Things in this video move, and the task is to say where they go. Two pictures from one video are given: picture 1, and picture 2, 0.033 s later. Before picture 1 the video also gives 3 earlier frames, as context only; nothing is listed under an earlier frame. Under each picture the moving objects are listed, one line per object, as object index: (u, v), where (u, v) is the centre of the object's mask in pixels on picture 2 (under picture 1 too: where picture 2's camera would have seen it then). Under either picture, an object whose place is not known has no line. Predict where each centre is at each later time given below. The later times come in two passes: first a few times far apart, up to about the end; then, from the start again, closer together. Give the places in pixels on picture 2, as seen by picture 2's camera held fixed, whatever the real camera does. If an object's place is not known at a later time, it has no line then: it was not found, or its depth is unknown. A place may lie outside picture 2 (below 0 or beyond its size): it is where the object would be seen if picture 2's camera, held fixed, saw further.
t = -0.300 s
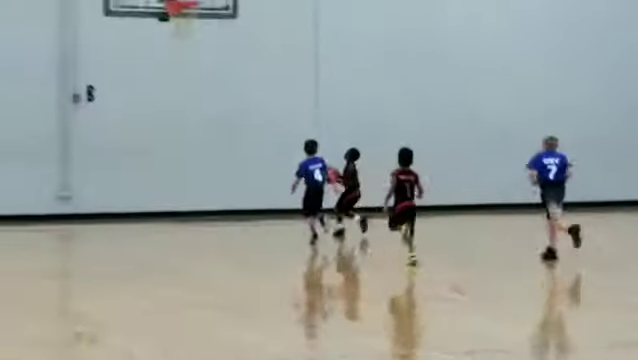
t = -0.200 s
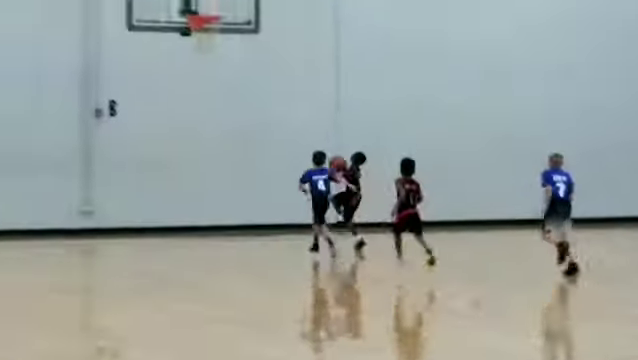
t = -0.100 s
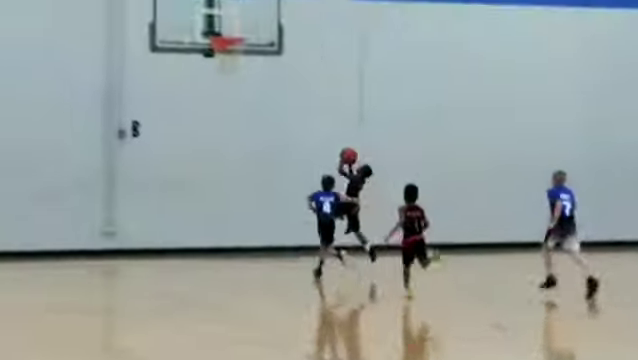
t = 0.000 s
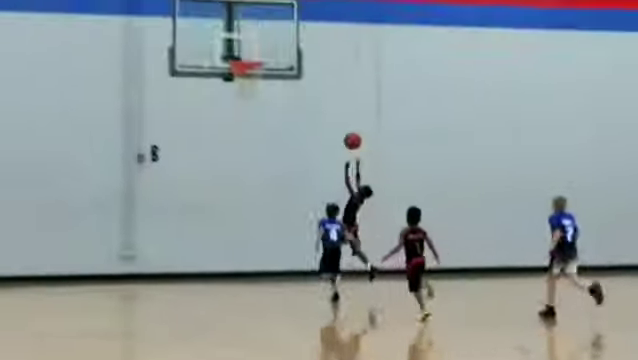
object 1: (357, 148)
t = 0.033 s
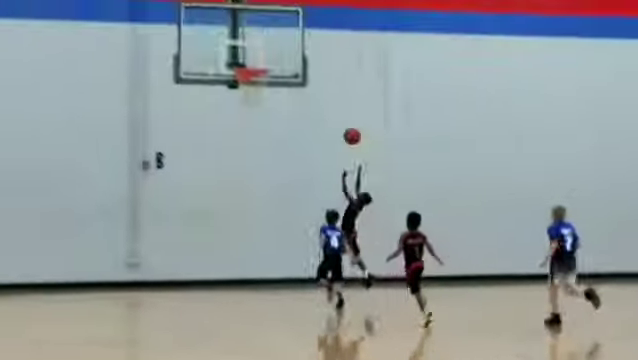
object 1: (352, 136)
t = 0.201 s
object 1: (326, 90)
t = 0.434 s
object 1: (291, 61)
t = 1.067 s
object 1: (288, 126)
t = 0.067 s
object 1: (347, 125)
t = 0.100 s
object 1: (341, 115)
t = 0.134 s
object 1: (336, 105)
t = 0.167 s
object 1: (331, 97)
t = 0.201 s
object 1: (326, 90)
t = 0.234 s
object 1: (321, 83)
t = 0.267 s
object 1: (316, 77)
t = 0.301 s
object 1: (312, 73)
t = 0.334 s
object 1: (306, 69)
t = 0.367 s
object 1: (301, 65)
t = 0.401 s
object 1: (297, 63)
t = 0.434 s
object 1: (291, 61)
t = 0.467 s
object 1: (286, 61)
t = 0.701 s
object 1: (264, 68)
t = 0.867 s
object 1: (274, 85)
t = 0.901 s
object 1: (276, 89)
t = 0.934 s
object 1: (279, 95)
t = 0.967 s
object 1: (281, 102)
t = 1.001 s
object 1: (283, 109)
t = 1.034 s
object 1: (286, 117)
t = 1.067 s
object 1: (288, 126)
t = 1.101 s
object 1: (290, 135)
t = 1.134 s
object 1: (292, 145)
